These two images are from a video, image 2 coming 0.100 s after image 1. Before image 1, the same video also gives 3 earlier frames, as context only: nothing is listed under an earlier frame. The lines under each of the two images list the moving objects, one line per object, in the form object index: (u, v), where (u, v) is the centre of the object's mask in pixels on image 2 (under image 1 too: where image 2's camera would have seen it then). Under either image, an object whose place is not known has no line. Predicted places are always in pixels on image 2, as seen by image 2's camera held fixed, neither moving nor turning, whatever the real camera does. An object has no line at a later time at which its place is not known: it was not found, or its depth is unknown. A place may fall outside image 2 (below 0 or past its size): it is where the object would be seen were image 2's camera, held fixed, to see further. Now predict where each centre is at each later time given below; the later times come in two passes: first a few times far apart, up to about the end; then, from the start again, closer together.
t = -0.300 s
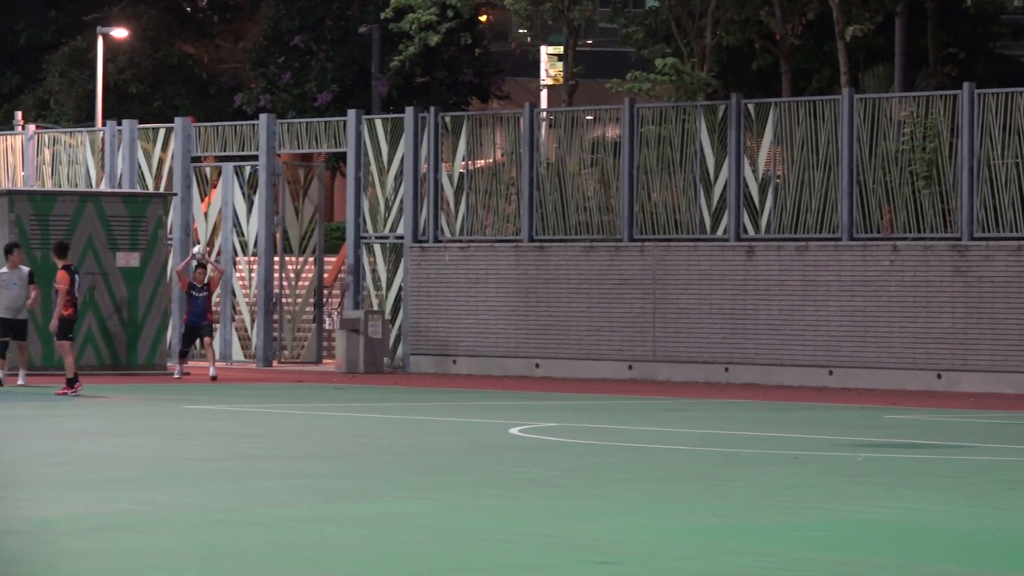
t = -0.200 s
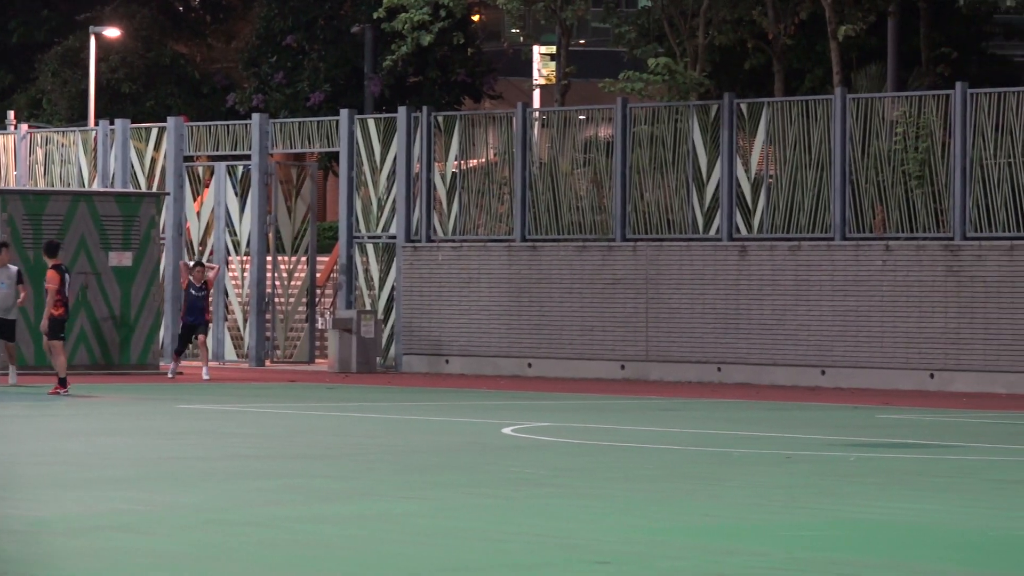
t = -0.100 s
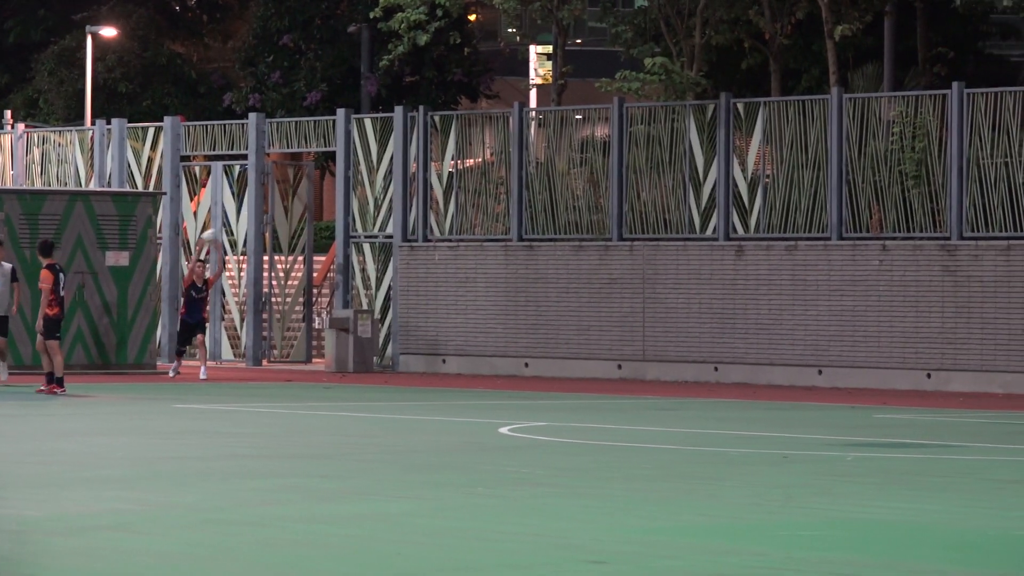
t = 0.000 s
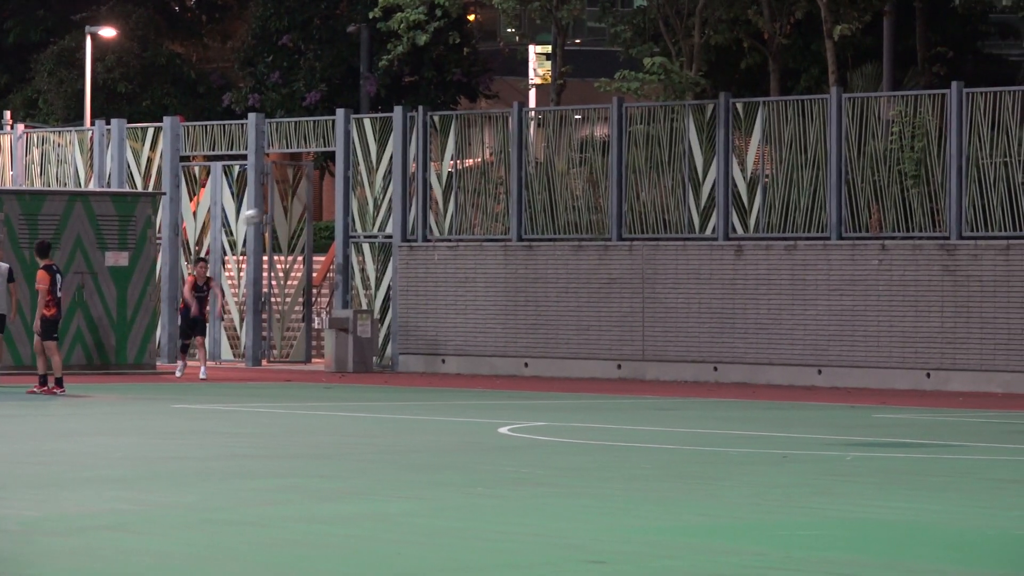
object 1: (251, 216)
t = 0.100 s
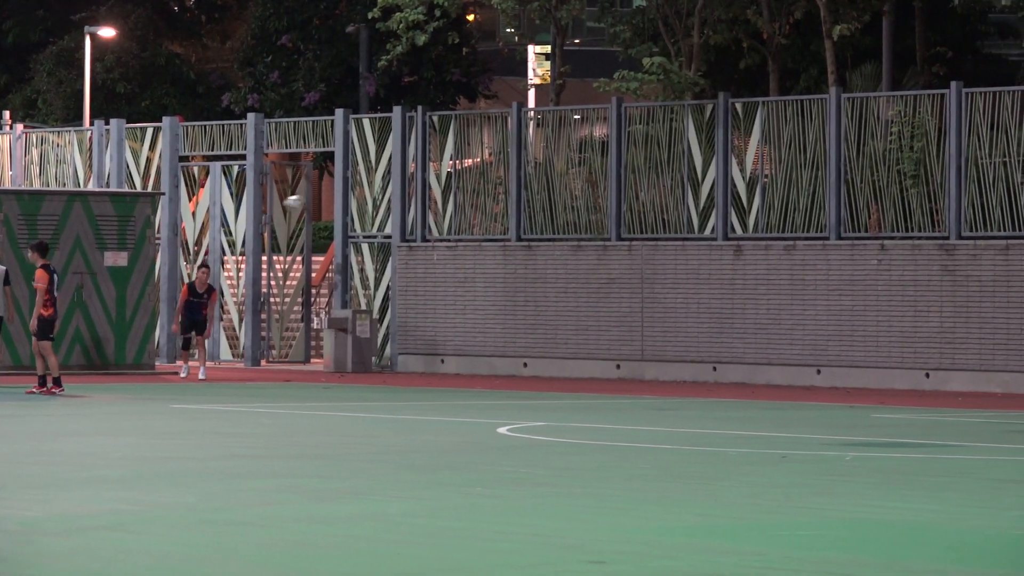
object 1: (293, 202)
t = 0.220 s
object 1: (351, 197)
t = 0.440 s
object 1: (466, 216)
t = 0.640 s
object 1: (579, 272)
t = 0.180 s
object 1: (332, 198)
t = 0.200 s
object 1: (341, 198)
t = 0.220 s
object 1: (351, 197)
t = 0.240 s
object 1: (360, 198)
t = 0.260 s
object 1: (370, 198)
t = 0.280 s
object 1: (381, 199)
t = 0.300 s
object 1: (392, 200)
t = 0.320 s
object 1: (402, 202)
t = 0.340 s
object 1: (413, 203)
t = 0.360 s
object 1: (423, 206)
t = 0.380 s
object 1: (434, 207)
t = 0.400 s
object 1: (445, 210)
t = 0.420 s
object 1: (456, 212)
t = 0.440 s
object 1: (466, 216)
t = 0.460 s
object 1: (478, 220)
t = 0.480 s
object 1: (488, 224)
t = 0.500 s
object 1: (499, 228)
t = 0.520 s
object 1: (511, 233)
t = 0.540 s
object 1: (521, 239)
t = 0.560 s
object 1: (532, 245)
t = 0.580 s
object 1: (544, 250)
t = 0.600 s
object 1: (555, 257)
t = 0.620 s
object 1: (566, 265)
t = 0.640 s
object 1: (579, 272)
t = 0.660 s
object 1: (590, 280)
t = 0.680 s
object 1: (602, 288)
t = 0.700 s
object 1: (614, 297)
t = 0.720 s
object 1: (626, 307)
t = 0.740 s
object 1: (639, 317)
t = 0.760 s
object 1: (650, 326)
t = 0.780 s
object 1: (663, 337)
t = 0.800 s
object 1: (675, 348)
